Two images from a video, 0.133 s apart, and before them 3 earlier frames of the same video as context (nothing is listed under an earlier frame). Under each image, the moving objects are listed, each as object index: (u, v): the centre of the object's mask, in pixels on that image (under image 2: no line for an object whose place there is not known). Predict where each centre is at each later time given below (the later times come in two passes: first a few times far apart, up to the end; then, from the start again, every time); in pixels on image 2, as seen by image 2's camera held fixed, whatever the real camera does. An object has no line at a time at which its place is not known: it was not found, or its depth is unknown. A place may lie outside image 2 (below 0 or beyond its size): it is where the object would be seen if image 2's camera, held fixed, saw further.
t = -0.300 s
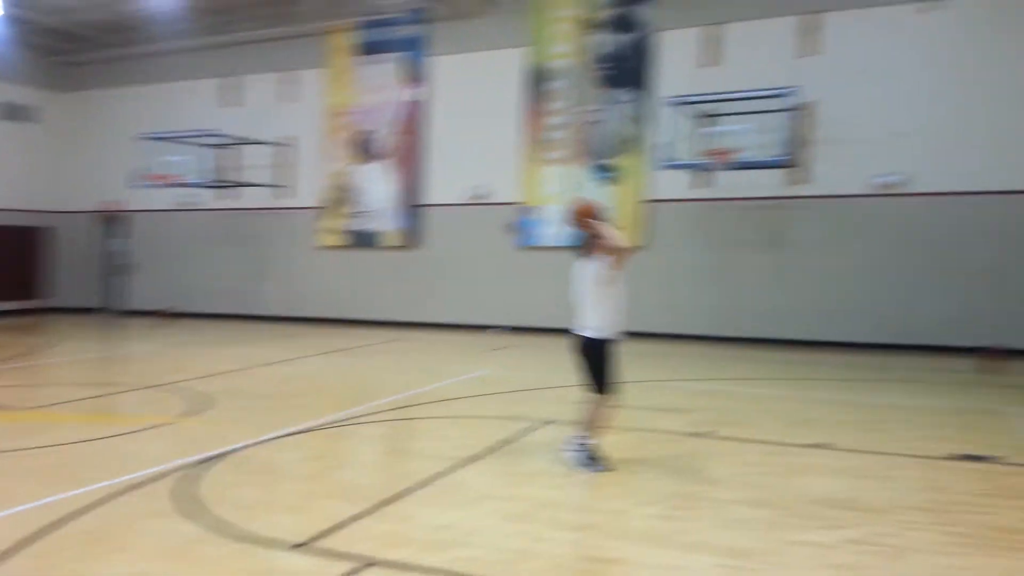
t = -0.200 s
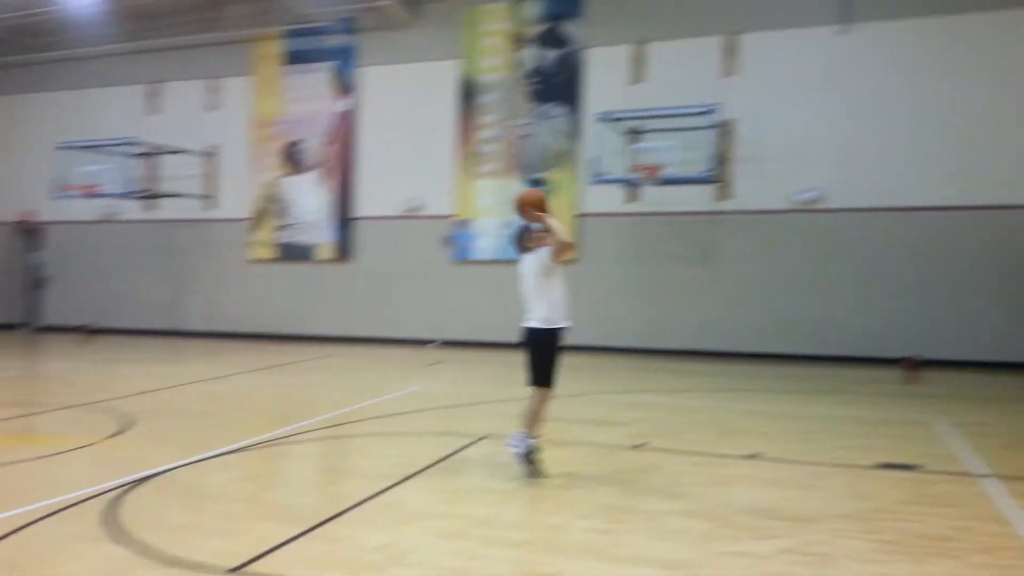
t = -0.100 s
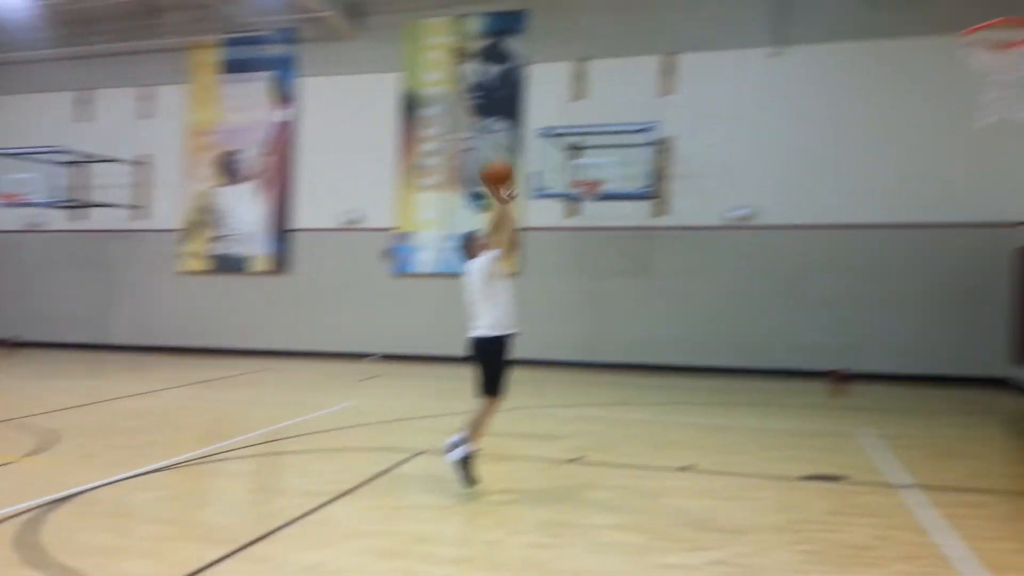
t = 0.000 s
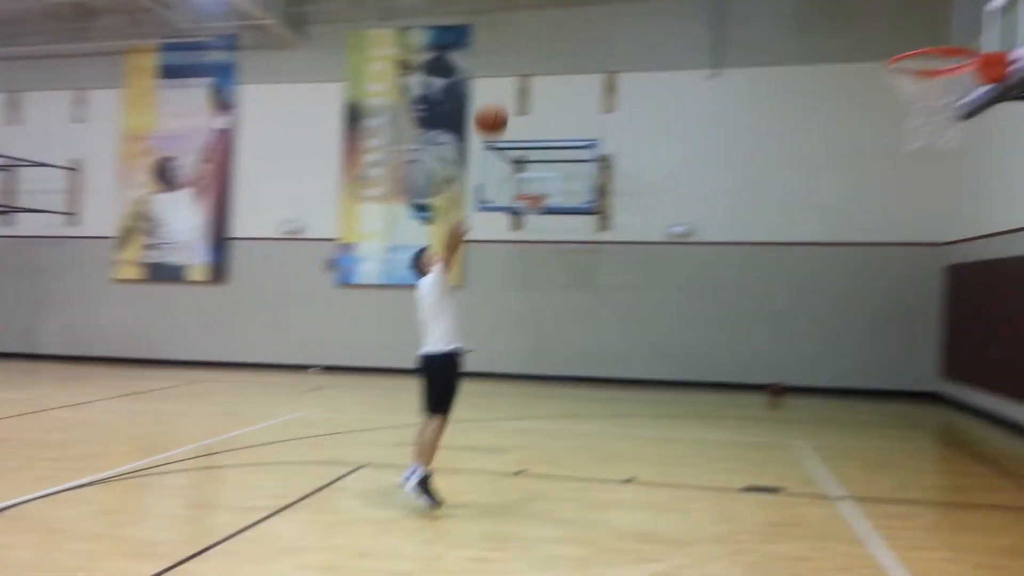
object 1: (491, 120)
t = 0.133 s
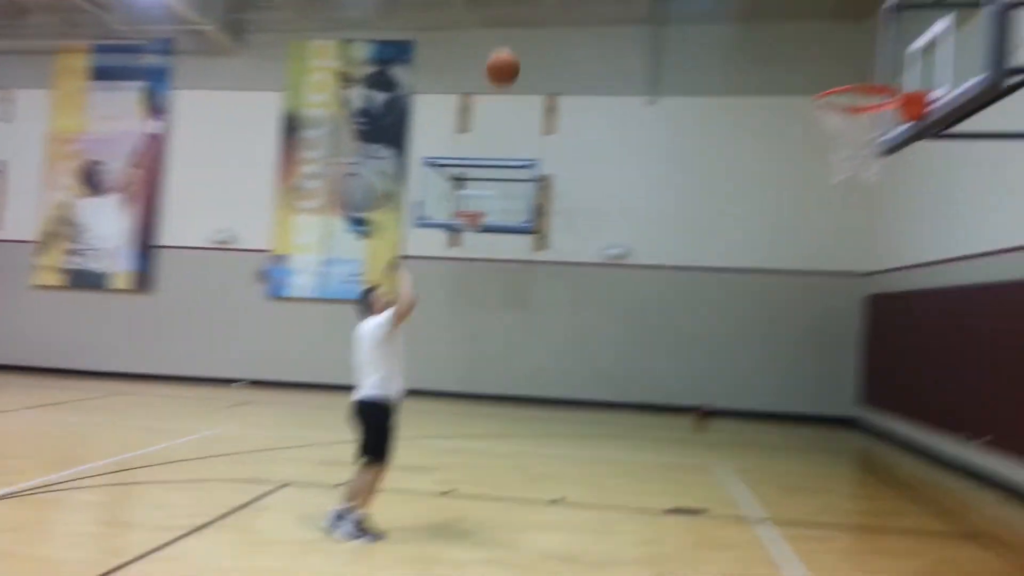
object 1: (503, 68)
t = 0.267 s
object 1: (574, 19)
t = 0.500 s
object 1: (699, 0)
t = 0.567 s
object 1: (737, 8)
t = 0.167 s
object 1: (521, 52)
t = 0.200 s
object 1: (538, 41)
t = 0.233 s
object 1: (555, 30)
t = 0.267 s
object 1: (574, 19)
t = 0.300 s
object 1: (592, 11)
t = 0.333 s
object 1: (609, 6)
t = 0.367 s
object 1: (626, 1)
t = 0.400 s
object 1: (645, -3)
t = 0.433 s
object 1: (663, -3)
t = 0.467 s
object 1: (682, -2)
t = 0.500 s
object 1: (699, 0)
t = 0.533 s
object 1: (718, 2)
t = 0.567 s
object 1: (737, 8)
